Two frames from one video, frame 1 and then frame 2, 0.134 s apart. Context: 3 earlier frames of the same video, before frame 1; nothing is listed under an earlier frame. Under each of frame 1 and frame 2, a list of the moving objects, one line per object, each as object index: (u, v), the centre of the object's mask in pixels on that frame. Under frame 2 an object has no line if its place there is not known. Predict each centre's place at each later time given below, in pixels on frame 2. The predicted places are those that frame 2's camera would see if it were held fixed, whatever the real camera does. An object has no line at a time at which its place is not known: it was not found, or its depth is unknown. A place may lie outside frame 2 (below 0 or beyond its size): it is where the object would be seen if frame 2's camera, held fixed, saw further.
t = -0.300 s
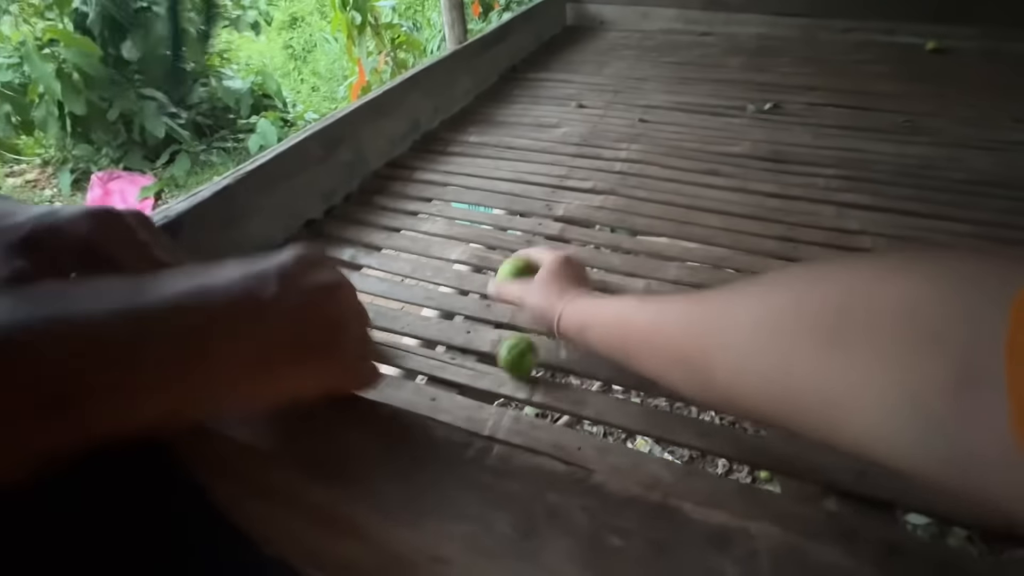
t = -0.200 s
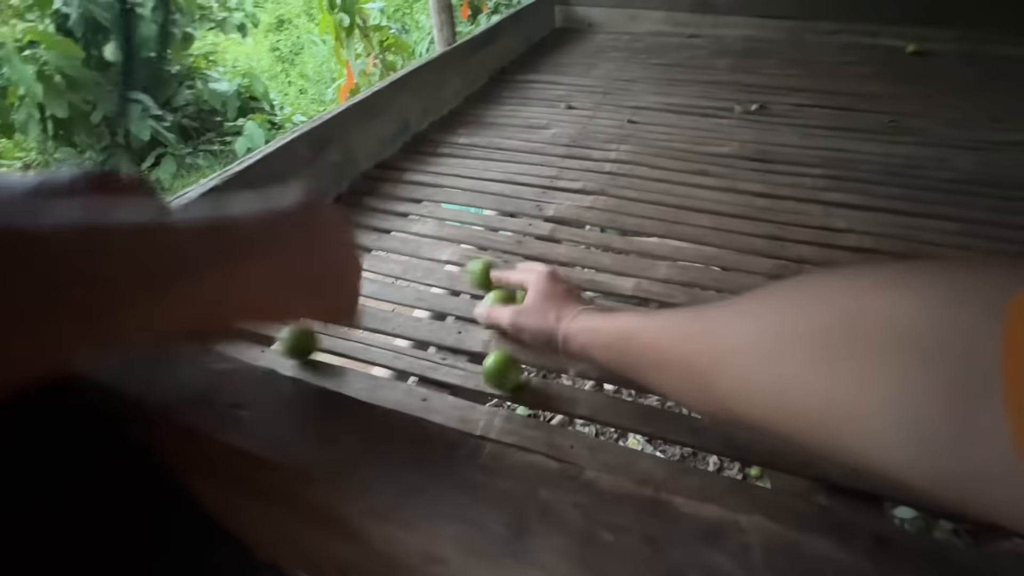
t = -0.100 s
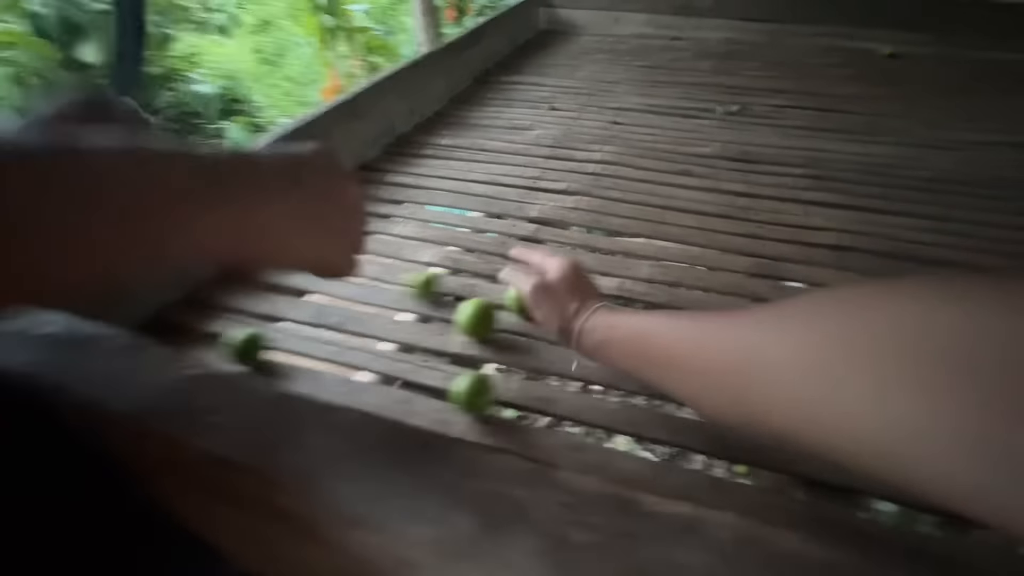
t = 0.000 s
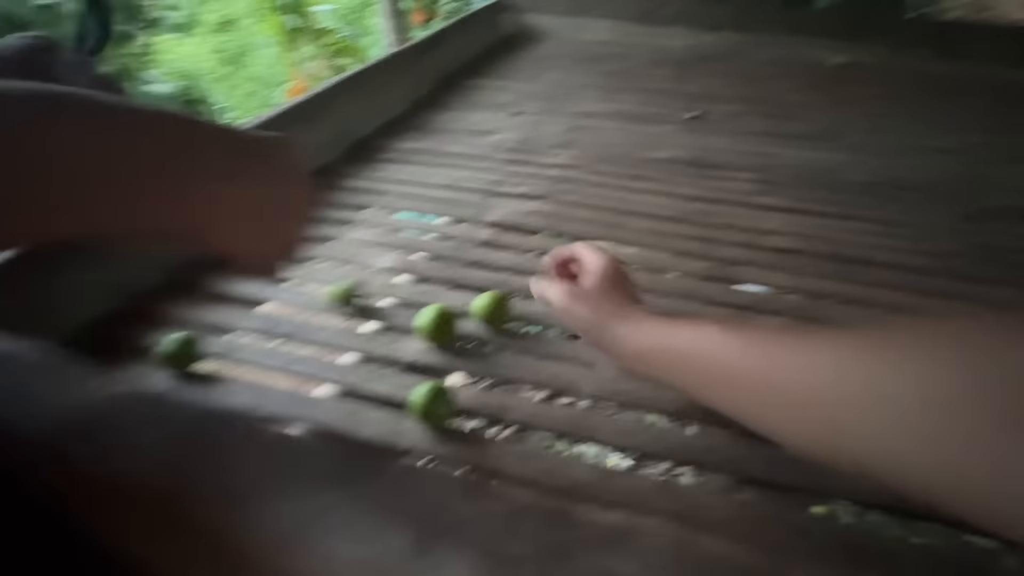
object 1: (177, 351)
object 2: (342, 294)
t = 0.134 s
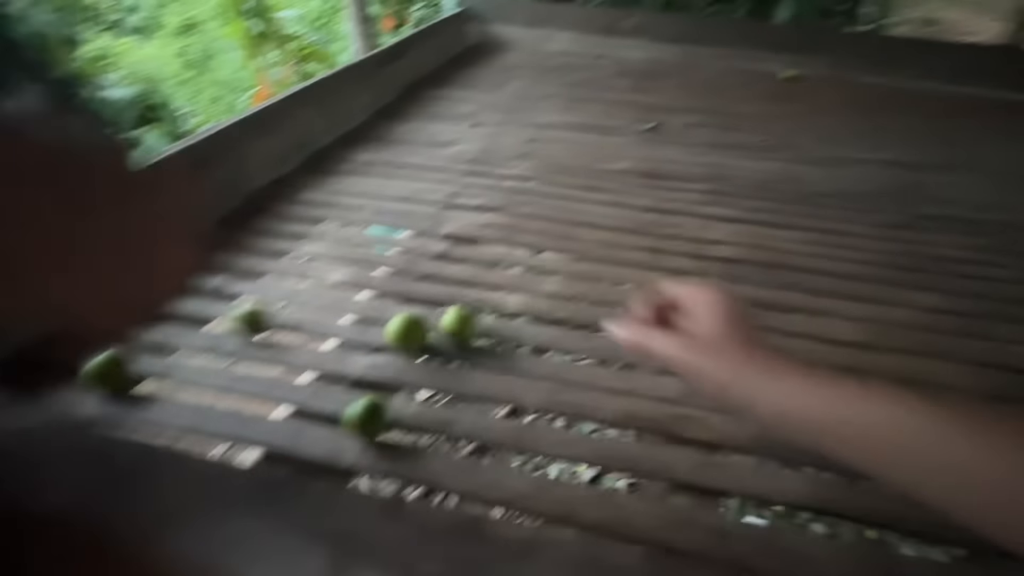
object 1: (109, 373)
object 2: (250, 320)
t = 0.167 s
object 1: (107, 376)
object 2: (241, 320)
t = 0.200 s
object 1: (104, 378)
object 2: (235, 320)
